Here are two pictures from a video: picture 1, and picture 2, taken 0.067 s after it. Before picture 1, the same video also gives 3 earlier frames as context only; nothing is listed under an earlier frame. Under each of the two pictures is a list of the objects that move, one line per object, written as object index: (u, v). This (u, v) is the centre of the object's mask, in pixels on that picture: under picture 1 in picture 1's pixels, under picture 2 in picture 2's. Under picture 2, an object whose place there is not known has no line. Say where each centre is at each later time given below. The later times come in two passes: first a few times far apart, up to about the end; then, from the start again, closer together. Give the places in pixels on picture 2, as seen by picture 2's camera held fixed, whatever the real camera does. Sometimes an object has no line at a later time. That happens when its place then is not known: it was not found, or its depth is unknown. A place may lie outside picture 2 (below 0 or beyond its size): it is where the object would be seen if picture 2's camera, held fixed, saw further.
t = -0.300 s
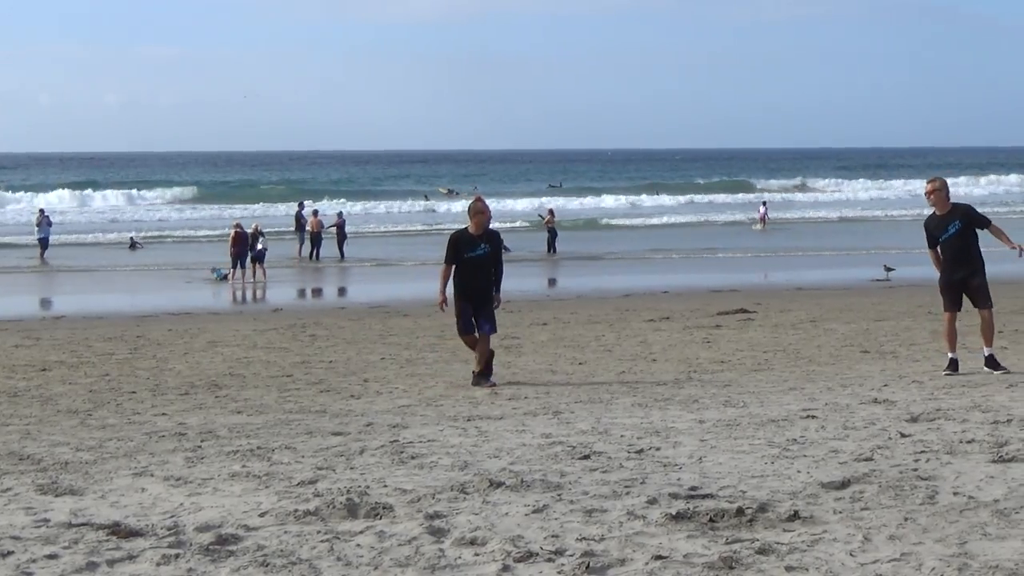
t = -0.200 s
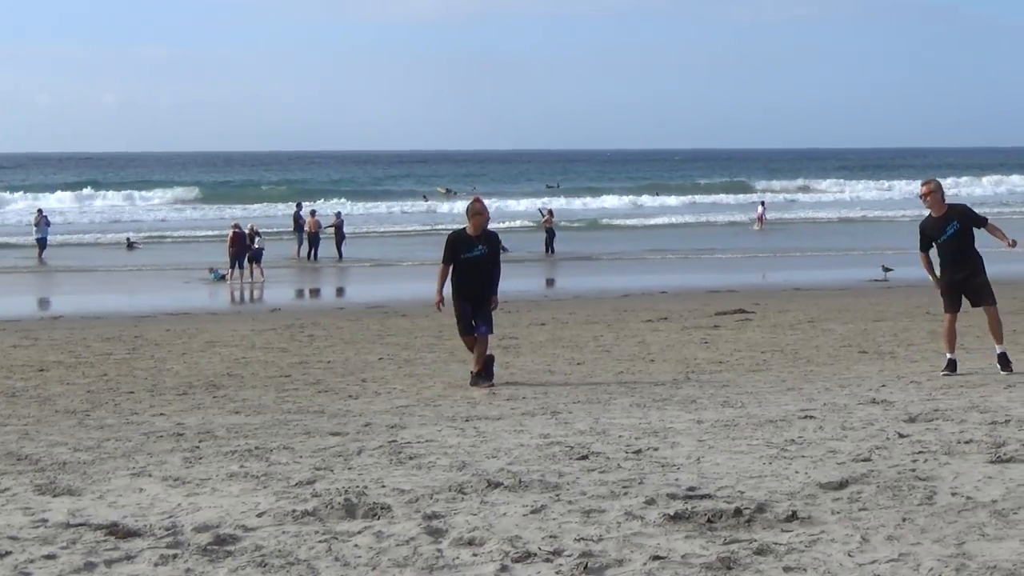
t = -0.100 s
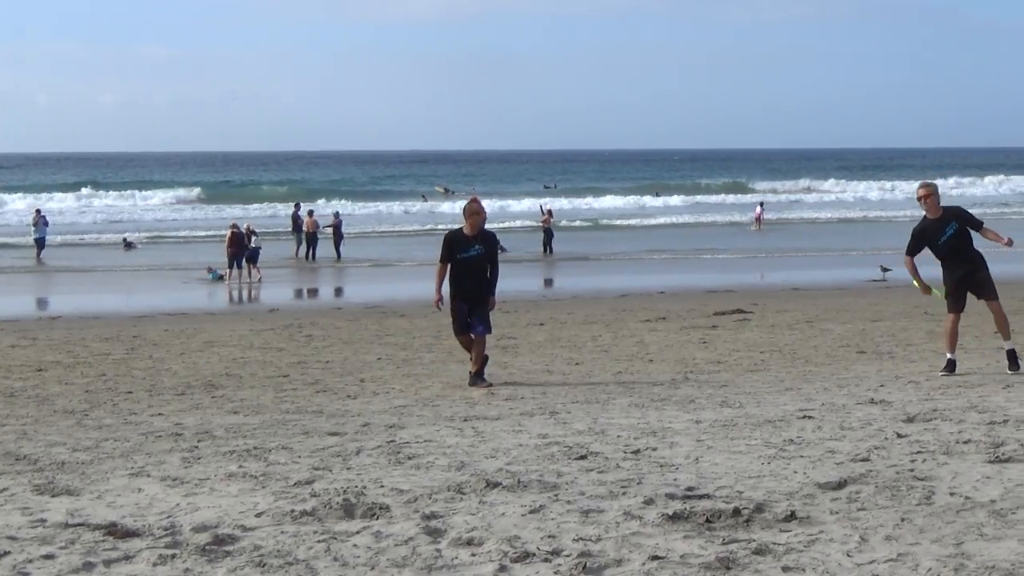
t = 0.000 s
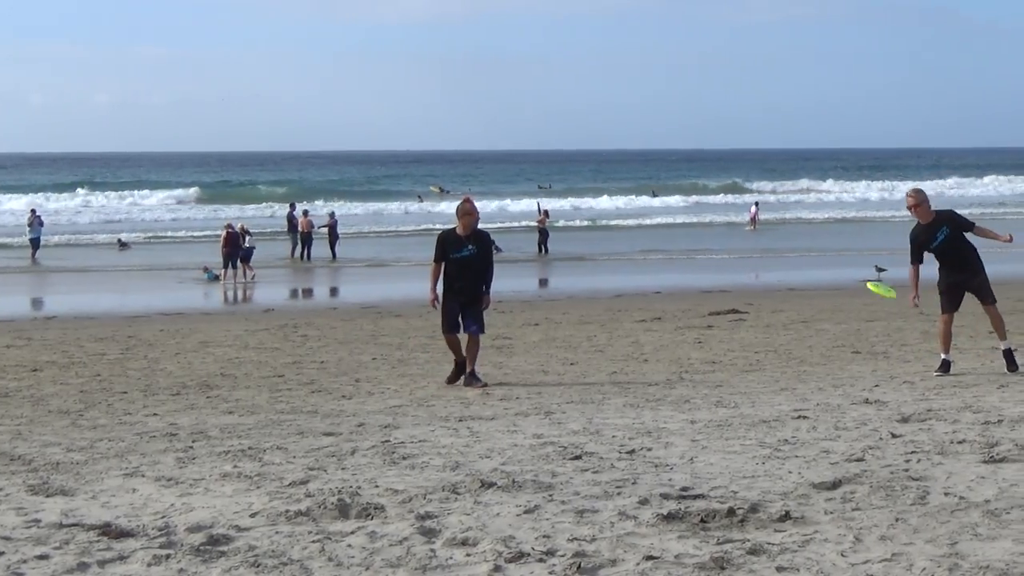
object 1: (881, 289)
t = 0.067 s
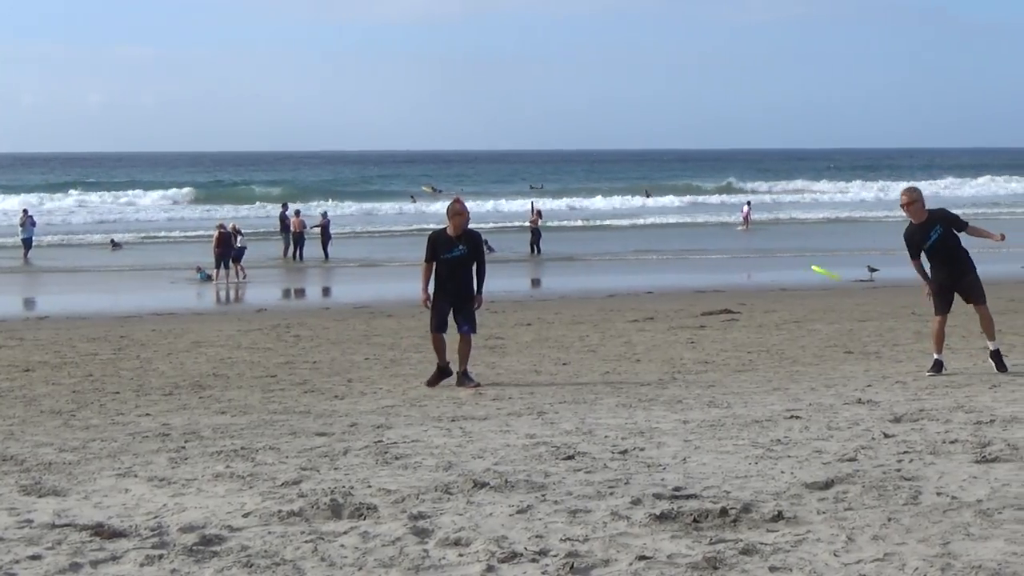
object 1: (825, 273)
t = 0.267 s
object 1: (713, 214)
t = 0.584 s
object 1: (578, 140)
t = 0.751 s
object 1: (526, 119)
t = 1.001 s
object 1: (471, 103)
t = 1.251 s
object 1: (449, 91)
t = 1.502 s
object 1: (449, 89)
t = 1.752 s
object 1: (468, 96)
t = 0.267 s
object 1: (713, 214)
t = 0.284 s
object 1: (706, 211)
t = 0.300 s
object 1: (696, 204)
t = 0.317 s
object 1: (688, 200)
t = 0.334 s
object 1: (681, 195)
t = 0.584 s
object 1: (578, 140)
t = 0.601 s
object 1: (572, 138)
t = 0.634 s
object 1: (563, 133)
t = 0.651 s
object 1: (557, 131)
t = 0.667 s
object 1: (551, 129)
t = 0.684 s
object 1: (547, 126)
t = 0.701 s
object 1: (541, 124)
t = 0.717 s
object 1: (536, 123)
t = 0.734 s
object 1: (533, 121)
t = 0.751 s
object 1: (526, 119)
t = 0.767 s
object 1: (522, 117)
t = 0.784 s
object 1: (517, 117)
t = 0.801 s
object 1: (513, 115)
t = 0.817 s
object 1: (508, 114)
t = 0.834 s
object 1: (505, 113)
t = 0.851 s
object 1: (500, 112)
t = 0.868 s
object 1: (497, 111)
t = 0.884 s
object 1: (493, 110)
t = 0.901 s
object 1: (490, 110)
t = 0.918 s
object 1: (487, 108)
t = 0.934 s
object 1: (483, 107)
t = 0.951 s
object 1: (481, 106)
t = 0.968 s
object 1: (477, 105)
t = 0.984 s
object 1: (475, 105)
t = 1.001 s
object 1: (471, 103)
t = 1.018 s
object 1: (470, 102)
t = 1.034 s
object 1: (468, 102)
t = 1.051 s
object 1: (465, 101)
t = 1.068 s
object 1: (463, 100)
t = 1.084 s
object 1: (462, 98)
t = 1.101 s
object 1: (460, 98)
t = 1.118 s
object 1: (458, 97)
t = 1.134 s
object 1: (457, 96)
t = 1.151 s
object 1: (455, 95)
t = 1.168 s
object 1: (454, 94)
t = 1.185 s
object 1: (453, 94)
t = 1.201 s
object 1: (452, 93)
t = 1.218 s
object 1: (451, 92)
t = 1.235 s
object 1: (450, 92)
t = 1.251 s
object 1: (449, 91)
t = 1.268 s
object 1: (448, 90)
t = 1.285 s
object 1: (448, 90)
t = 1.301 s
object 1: (447, 89)
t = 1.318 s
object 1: (447, 89)
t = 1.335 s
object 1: (446, 89)
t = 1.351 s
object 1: (447, 89)
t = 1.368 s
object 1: (446, 89)
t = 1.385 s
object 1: (447, 89)
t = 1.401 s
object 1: (447, 88)
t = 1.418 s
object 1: (447, 88)
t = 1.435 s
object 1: (447, 88)
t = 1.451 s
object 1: (448, 88)
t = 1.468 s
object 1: (448, 88)
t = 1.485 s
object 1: (449, 88)
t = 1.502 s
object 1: (449, 89)
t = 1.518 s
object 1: (450, 89)
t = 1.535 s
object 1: (451, 88)
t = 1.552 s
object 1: (451, 89)
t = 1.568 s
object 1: (452, 89)
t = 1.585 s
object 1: (453, 89)
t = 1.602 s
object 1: (454, 90)
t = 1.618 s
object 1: (455, 90)
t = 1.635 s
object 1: (456, 91)
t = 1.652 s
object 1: (458, 91)
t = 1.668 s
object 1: (459, 92)
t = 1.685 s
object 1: (461, 92)
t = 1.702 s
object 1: (463, 93)
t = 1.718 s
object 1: (465, 94)
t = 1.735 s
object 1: (466, 95)
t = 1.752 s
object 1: (468, 96)
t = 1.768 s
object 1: (470, 97)
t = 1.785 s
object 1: (472, 97)
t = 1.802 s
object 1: (473, 98)
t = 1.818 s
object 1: (475, 100)
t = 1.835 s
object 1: (477, 101)
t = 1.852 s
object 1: (479, 102)
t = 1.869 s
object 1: (482, 104)
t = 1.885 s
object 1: (483, 106)
